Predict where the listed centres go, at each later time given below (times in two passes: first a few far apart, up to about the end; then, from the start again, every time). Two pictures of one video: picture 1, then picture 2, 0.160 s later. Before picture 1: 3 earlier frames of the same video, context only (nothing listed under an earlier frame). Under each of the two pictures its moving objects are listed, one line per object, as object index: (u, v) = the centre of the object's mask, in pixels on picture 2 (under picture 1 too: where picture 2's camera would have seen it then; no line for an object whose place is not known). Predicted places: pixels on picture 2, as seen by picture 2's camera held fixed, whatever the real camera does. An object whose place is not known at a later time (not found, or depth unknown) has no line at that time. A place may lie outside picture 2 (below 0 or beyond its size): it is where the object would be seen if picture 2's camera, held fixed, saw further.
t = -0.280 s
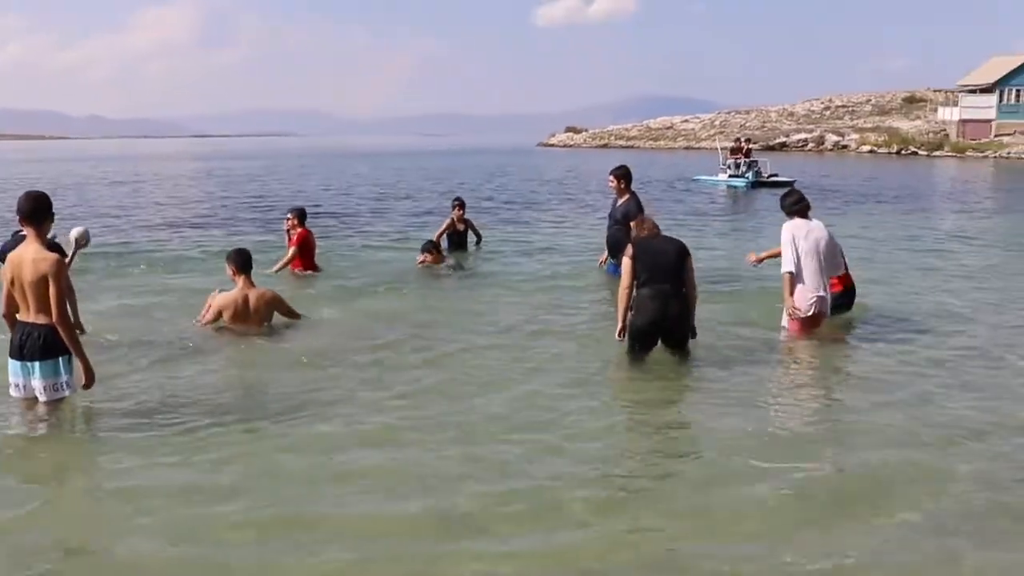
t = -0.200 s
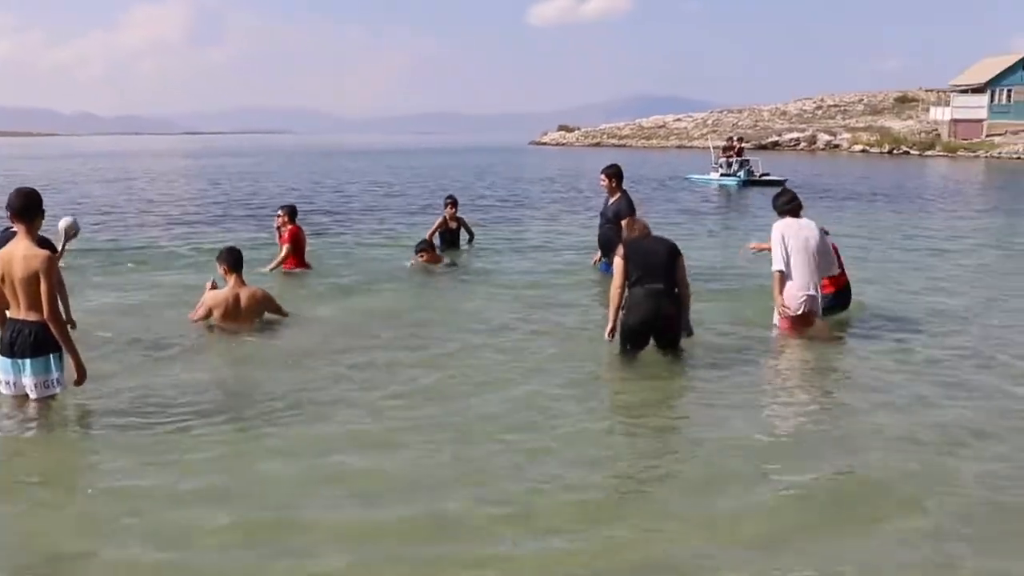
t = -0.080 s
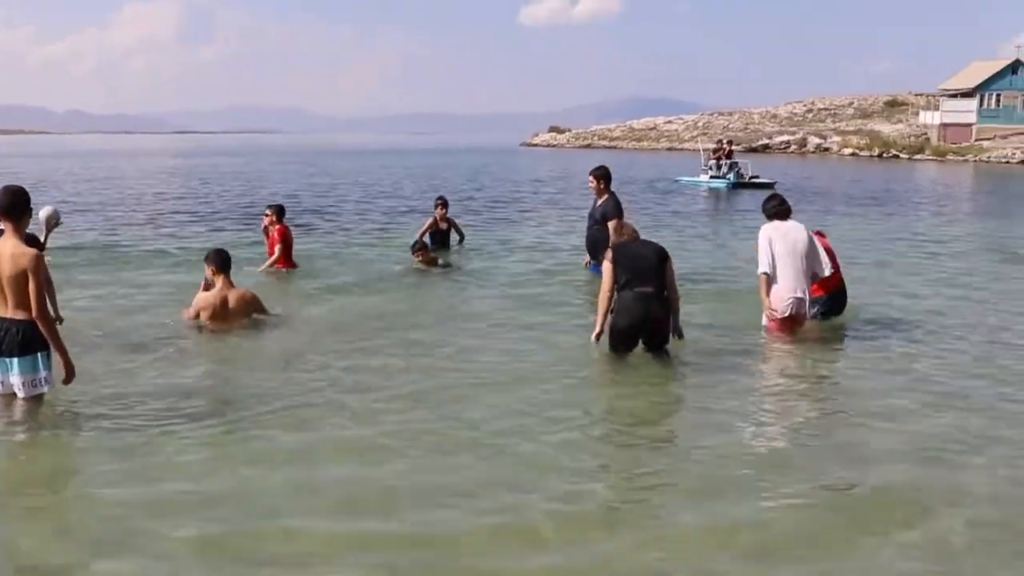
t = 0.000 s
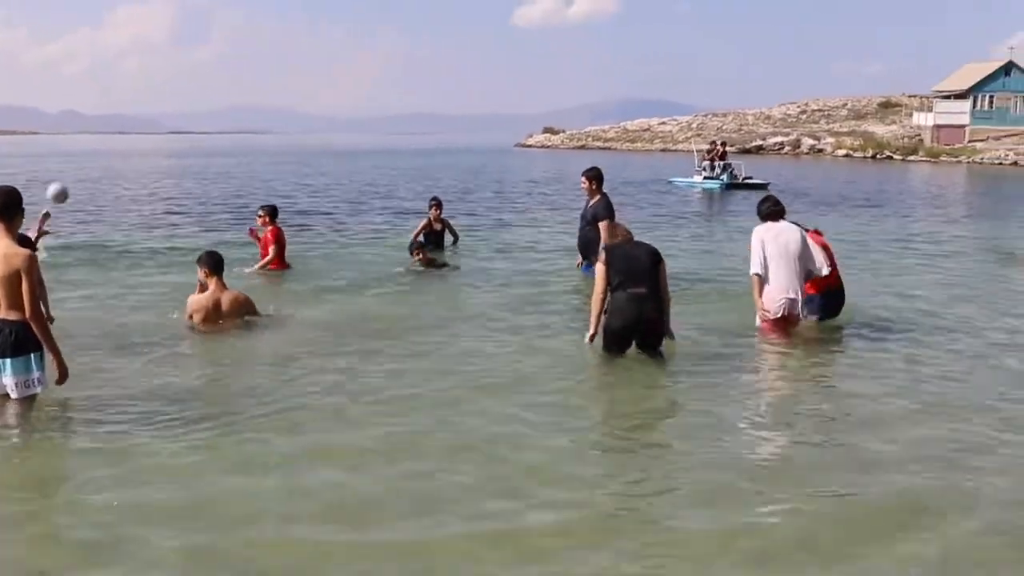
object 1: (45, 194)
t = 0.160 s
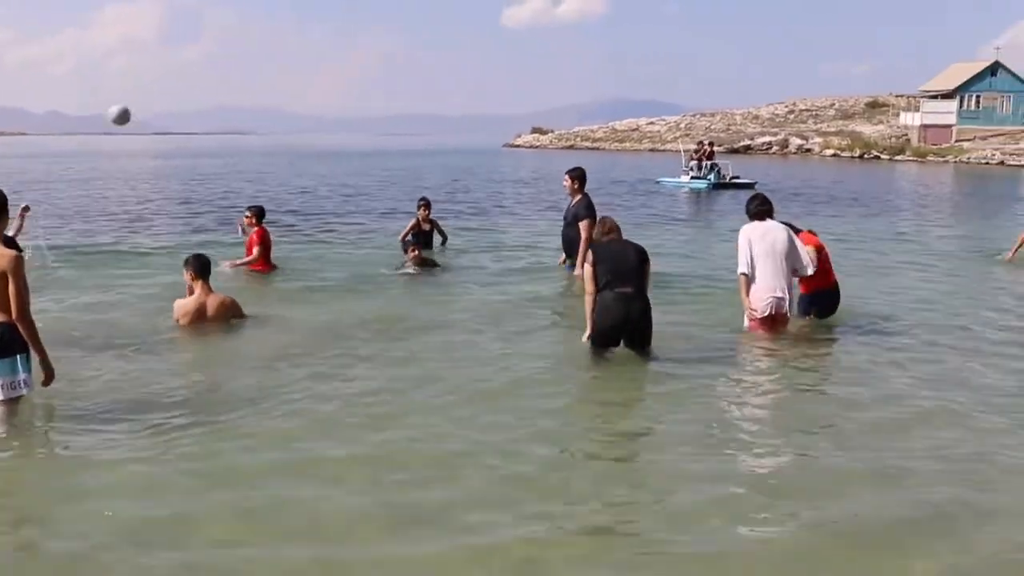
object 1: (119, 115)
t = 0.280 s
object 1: (177, 71)
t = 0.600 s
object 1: (344, 33)
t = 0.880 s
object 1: (494, 94)
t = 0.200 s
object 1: (138, 98)
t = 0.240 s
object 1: (159, 83)
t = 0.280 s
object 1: (177, 71)
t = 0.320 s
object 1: (196, 60)
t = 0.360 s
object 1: (218, 51)
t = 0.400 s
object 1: (238, 43)
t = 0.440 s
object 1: (260, 38)
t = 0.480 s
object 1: (280, 34)
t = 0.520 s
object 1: (302, 32)
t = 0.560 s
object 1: (322, 32)
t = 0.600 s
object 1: (344, 33)
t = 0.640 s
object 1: (365, 36)
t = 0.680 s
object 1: (387, 42)
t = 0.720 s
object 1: (409, 49)
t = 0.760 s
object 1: (430, 57)
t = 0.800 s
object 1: (451, 68)
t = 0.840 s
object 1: (473, 80)
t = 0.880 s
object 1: (494, 94)
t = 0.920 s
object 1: (515, 111)
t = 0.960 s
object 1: (536, 129)
